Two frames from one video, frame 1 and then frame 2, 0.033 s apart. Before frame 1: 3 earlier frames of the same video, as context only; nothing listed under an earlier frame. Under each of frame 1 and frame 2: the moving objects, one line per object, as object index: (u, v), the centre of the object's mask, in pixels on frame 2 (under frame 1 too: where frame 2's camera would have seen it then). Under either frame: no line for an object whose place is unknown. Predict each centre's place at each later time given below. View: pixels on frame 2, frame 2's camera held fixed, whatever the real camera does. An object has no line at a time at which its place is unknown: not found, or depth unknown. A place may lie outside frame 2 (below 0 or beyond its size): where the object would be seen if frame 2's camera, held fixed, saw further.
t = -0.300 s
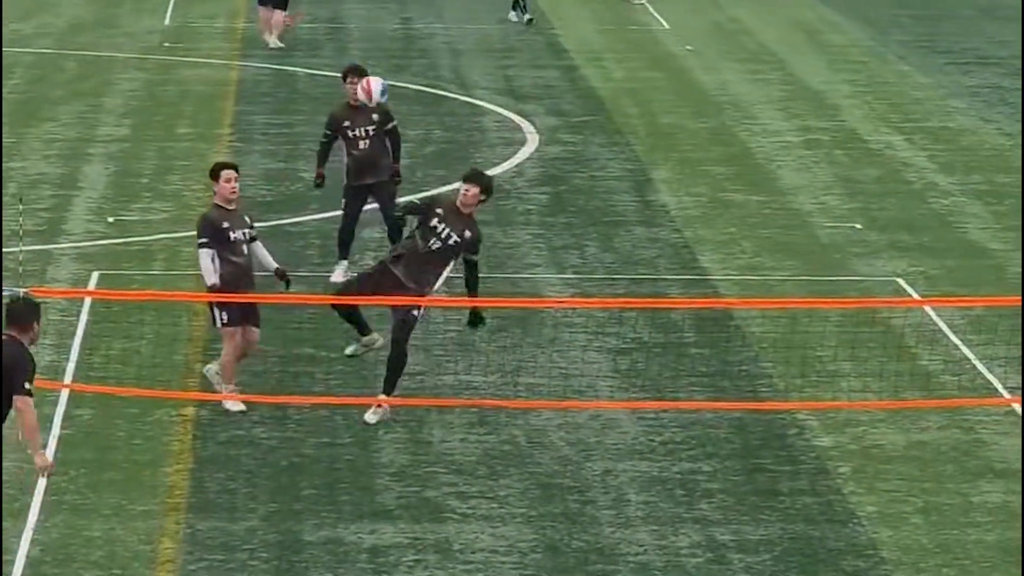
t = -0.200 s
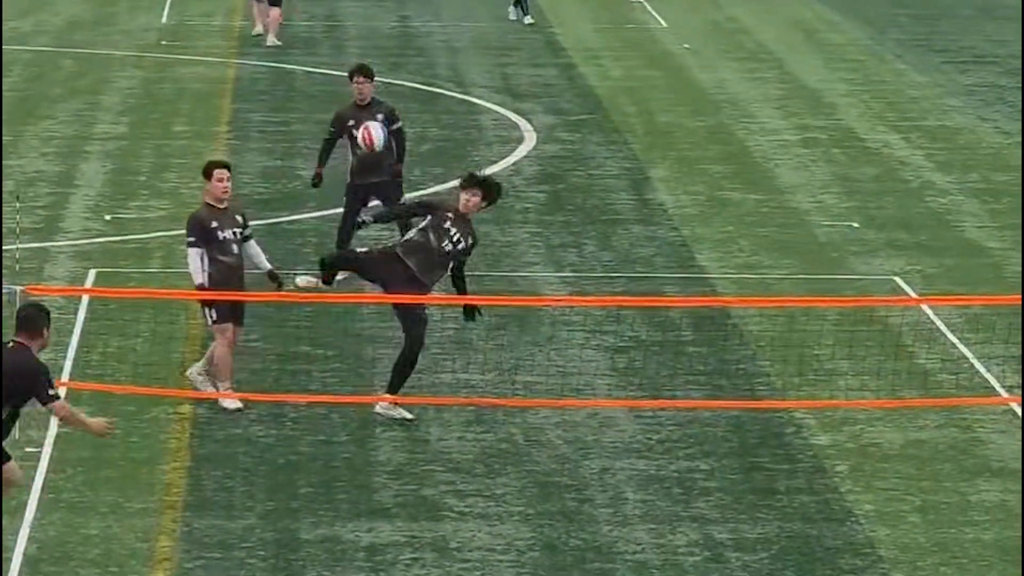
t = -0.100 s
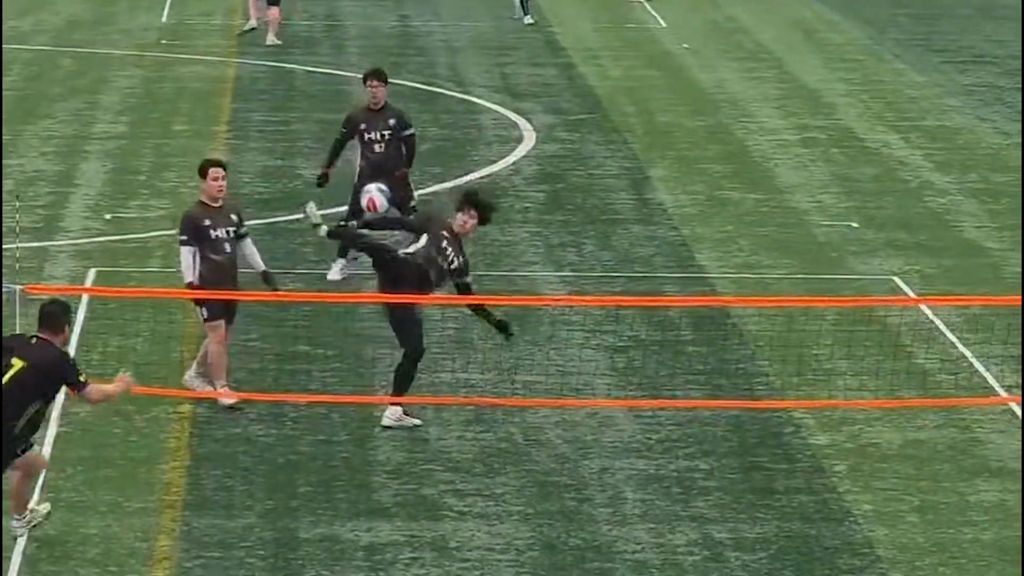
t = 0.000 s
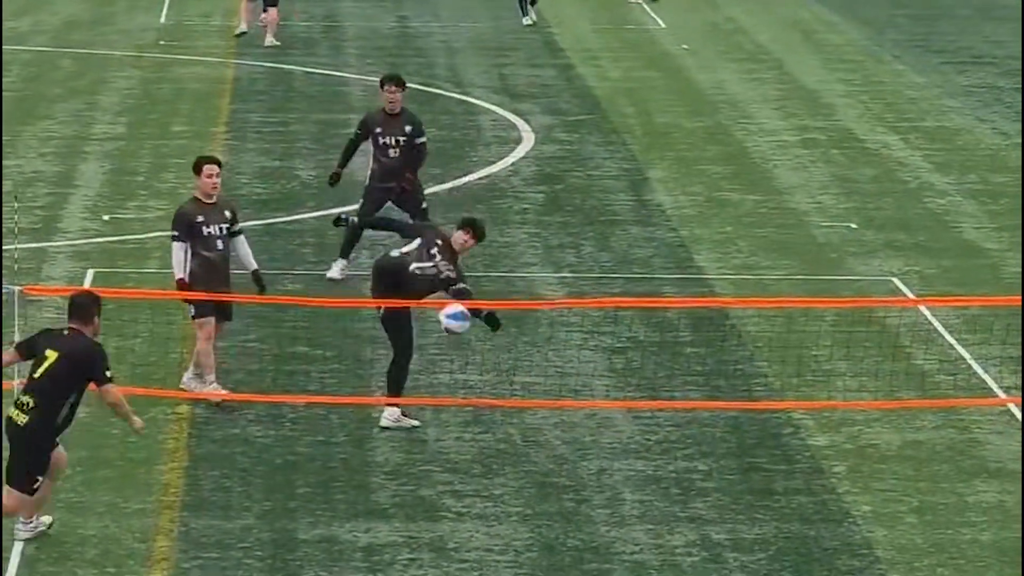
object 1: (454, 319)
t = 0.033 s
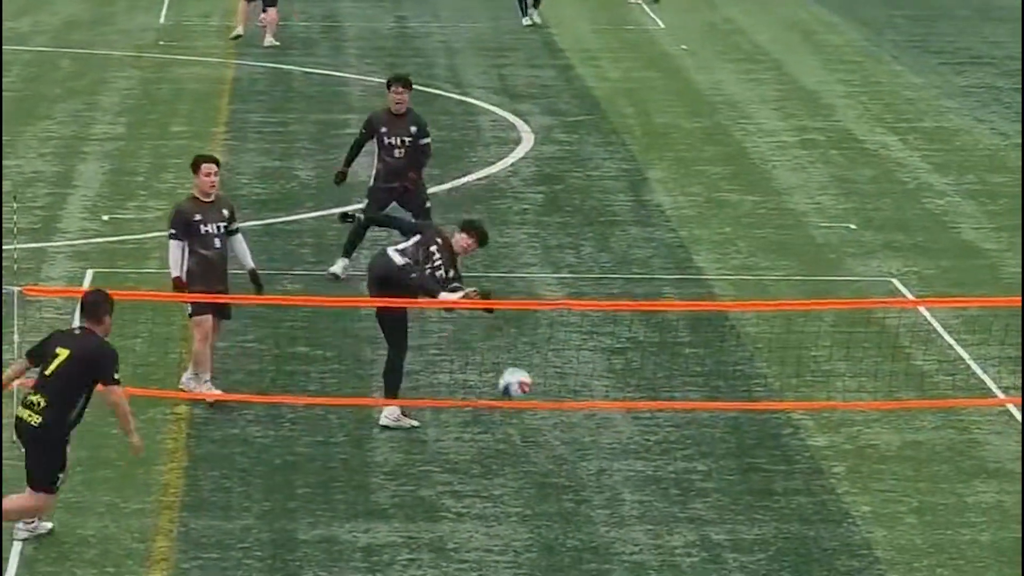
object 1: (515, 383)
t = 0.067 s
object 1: (576, 449)
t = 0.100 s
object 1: (627, 457)
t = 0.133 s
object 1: (670, 424)
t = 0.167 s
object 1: (714, 392)
